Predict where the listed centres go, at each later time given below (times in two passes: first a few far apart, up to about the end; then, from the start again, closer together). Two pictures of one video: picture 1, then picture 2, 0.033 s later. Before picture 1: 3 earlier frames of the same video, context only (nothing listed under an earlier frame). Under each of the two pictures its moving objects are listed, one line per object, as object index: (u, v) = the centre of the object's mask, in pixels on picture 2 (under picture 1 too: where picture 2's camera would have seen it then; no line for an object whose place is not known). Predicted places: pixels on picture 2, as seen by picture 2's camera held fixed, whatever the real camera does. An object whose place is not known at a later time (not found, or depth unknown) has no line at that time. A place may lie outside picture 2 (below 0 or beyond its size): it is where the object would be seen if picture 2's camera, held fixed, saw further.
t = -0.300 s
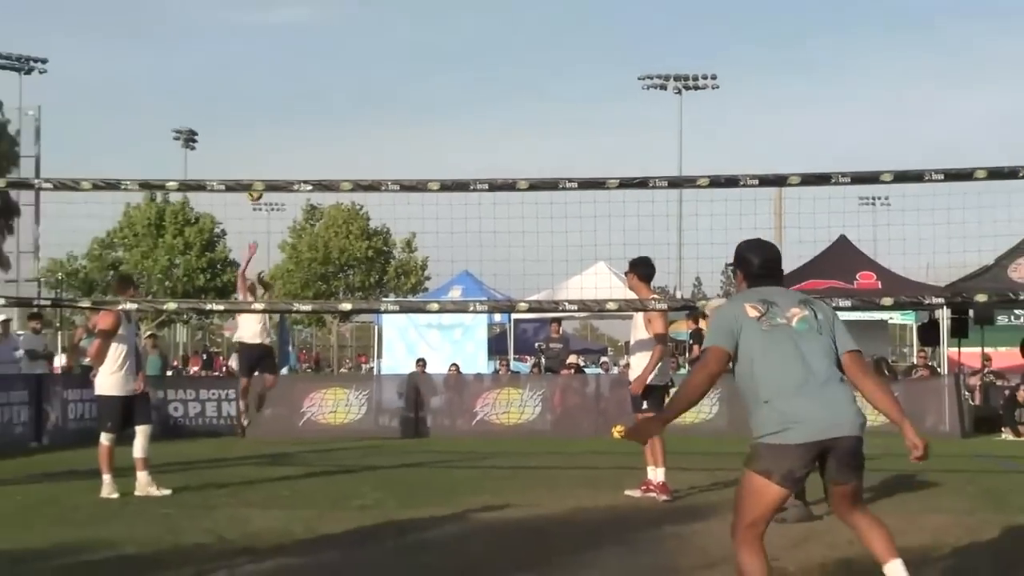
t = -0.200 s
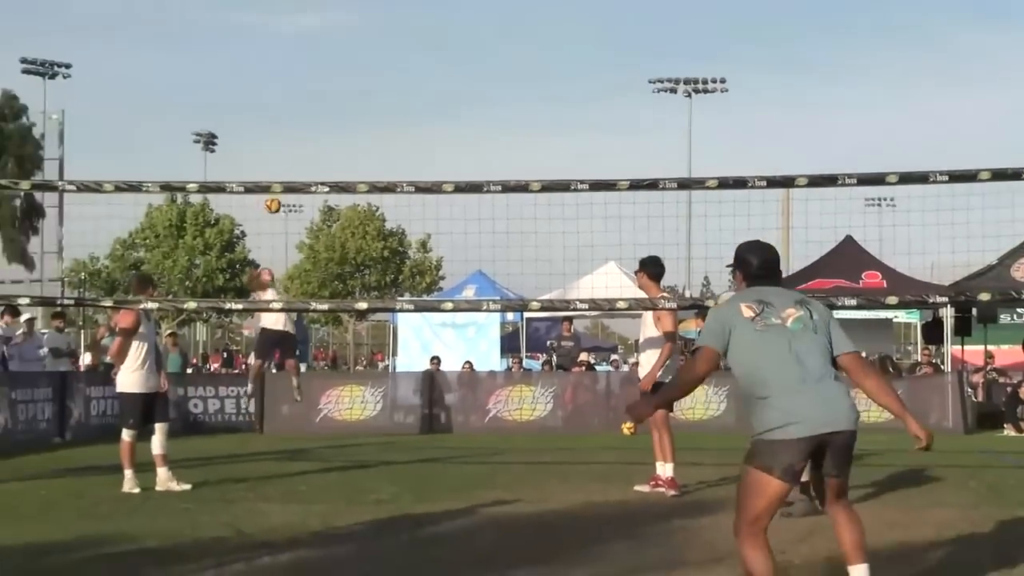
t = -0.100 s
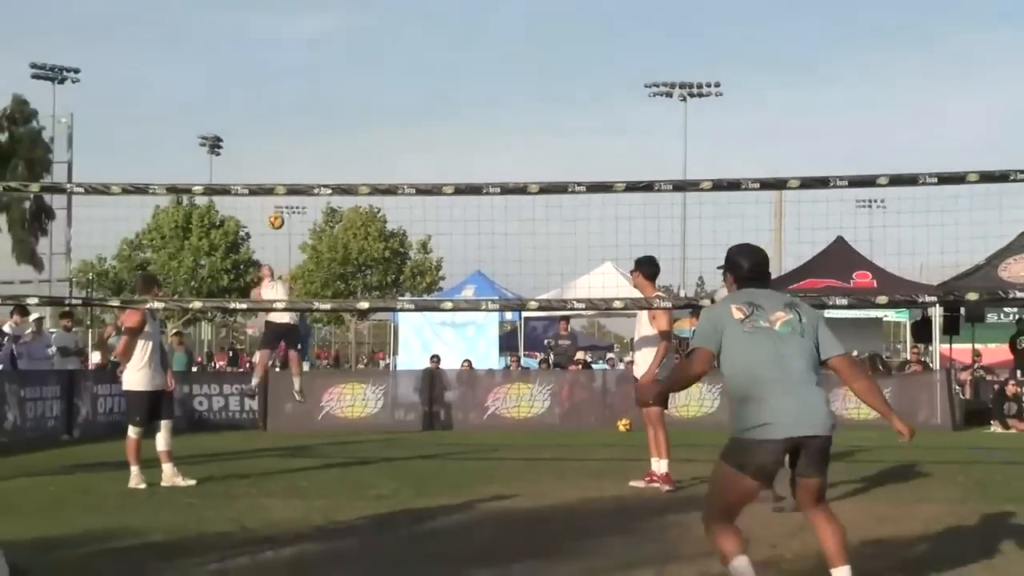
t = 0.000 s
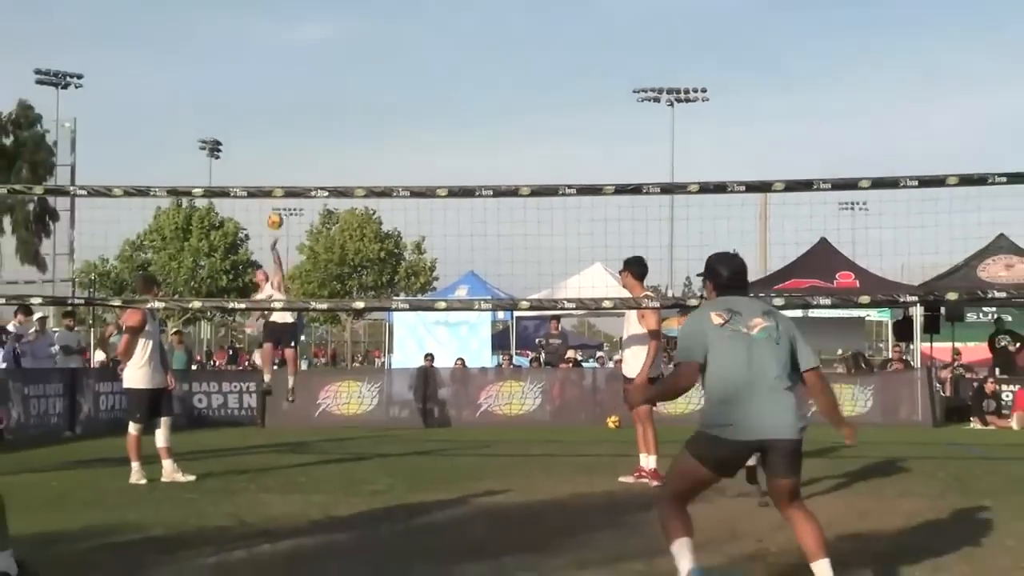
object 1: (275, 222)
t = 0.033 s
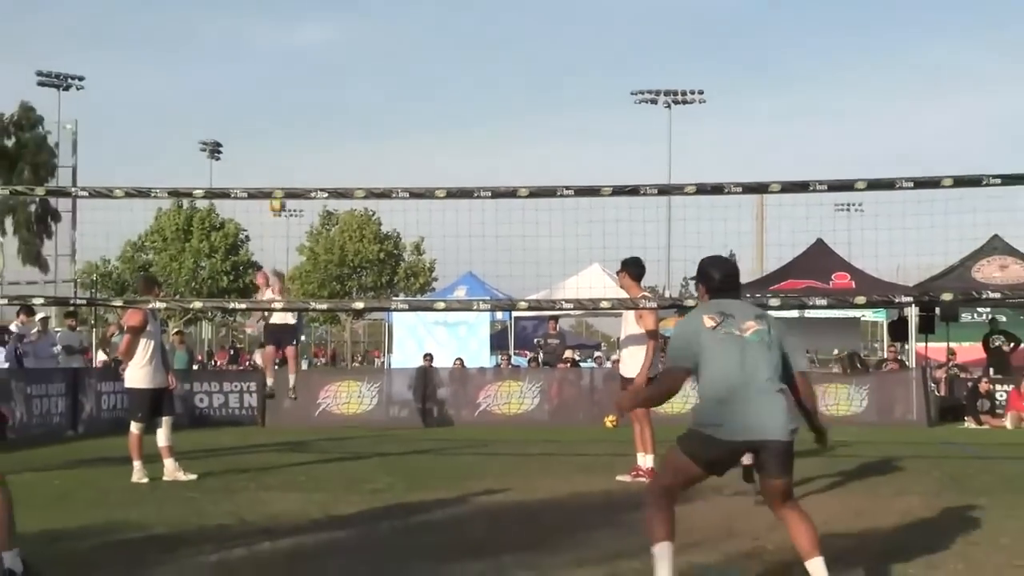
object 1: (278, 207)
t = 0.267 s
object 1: (297, 99)
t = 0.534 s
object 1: (324, 44)
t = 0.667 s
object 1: (336, 72)
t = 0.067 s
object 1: (281, 179)
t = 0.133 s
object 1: (287, 146)
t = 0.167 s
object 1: (288, 140)
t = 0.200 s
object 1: (291, 124)
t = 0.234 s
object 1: (294, 111)
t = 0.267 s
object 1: (297, 99)
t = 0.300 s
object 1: (300, 86)
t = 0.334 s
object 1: (305, 71)
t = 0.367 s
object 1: (307, 67)
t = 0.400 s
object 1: (313, 55)
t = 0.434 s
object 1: (317, 49)
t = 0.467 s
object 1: (318, 47)
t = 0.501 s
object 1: (323, 44)
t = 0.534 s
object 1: (324, 44)
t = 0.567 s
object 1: (327, 46)
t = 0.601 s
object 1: (330, 51)
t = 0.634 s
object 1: (333, 59)
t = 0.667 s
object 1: (336, 72)
